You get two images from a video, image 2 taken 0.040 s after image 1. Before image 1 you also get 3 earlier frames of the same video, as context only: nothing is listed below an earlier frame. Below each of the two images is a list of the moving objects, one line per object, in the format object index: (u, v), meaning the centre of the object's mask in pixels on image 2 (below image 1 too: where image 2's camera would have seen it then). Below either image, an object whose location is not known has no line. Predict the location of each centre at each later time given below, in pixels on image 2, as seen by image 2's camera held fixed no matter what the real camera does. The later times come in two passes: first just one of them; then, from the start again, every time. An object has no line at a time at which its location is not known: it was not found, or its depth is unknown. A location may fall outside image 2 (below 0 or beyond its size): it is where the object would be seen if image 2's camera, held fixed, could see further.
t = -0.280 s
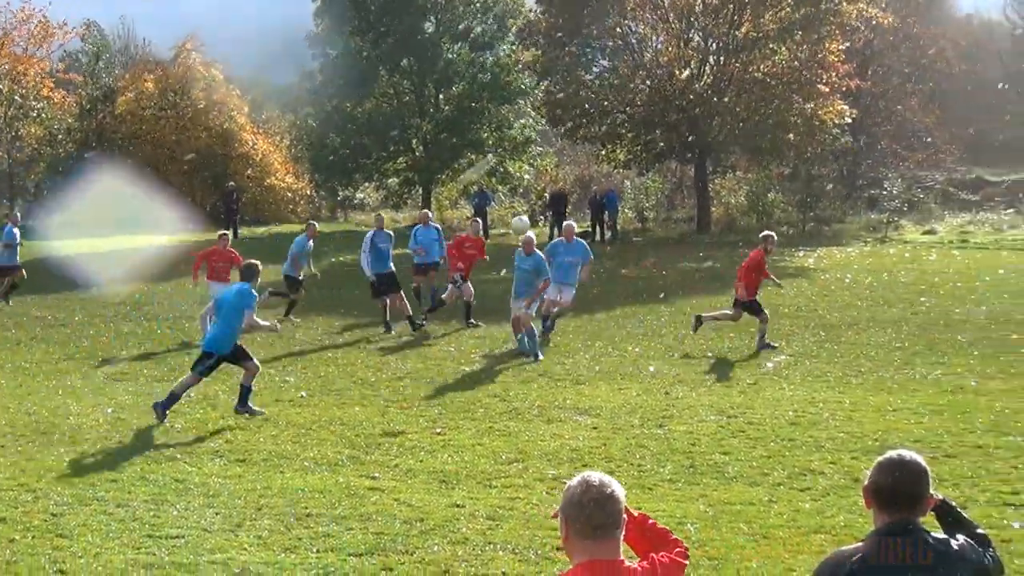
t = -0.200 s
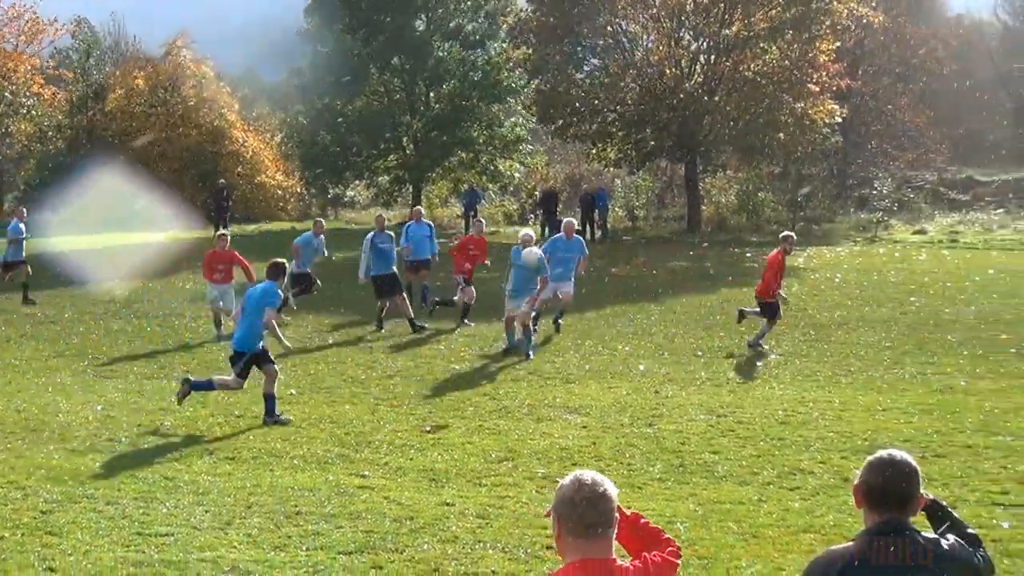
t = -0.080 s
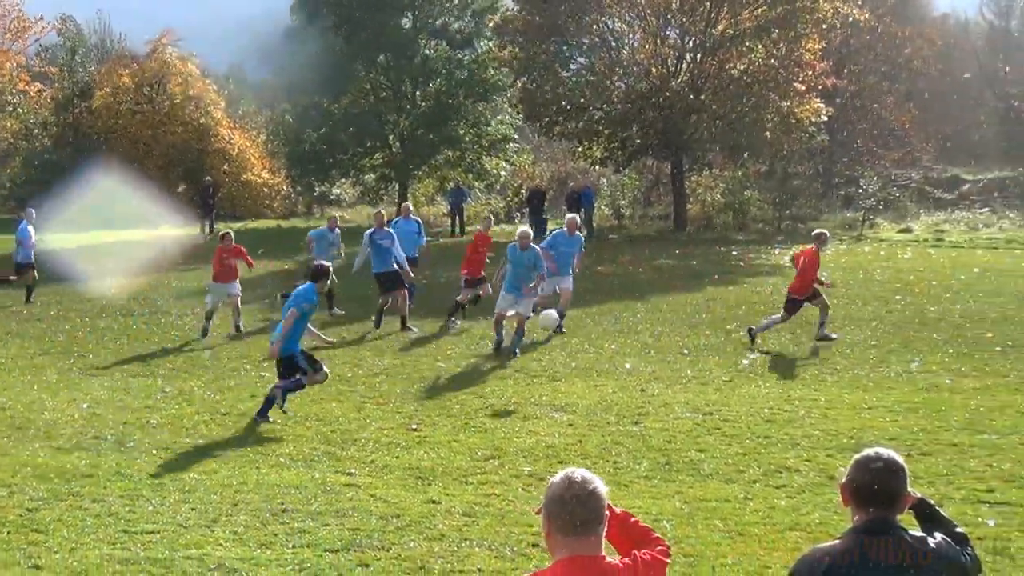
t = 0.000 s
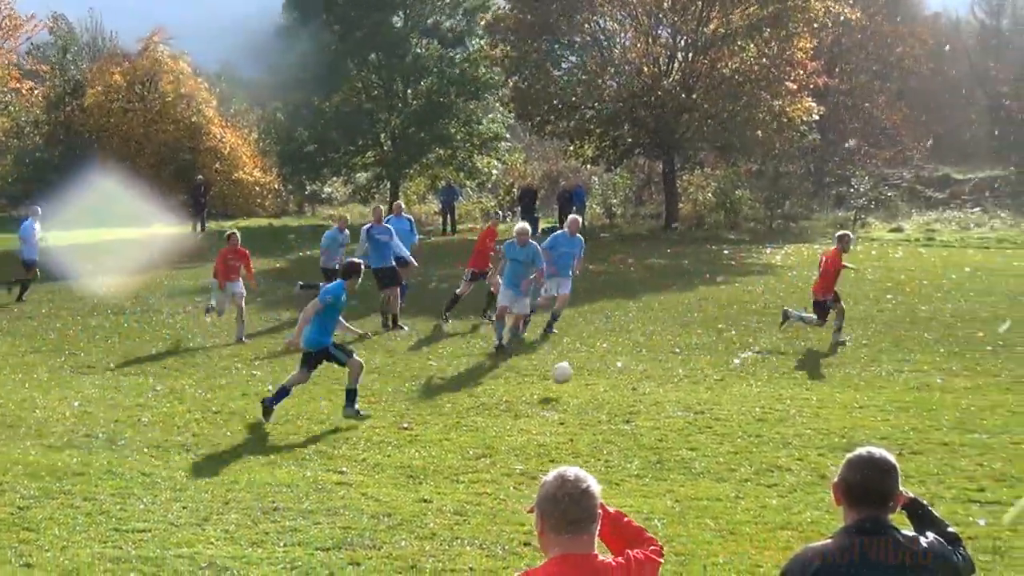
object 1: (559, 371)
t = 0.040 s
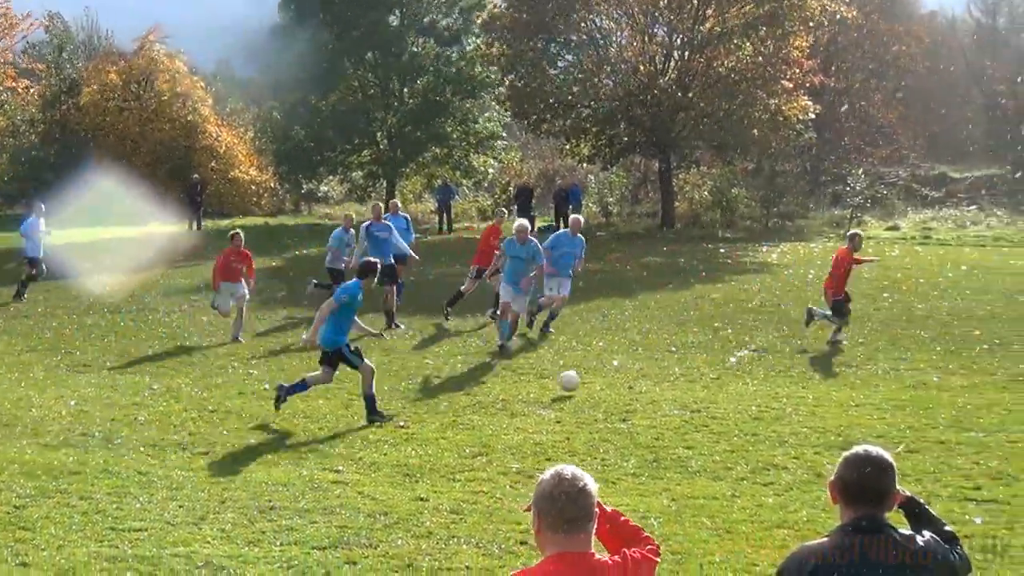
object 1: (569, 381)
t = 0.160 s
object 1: (596, 331)
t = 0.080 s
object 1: (578, 363)
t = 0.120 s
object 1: (587, 347)
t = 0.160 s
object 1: (596, 331)
